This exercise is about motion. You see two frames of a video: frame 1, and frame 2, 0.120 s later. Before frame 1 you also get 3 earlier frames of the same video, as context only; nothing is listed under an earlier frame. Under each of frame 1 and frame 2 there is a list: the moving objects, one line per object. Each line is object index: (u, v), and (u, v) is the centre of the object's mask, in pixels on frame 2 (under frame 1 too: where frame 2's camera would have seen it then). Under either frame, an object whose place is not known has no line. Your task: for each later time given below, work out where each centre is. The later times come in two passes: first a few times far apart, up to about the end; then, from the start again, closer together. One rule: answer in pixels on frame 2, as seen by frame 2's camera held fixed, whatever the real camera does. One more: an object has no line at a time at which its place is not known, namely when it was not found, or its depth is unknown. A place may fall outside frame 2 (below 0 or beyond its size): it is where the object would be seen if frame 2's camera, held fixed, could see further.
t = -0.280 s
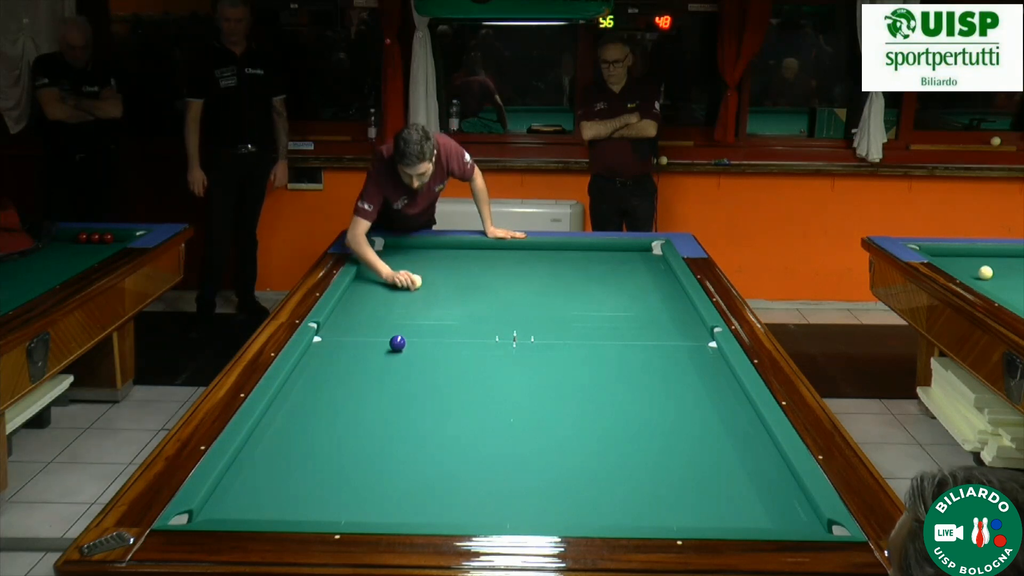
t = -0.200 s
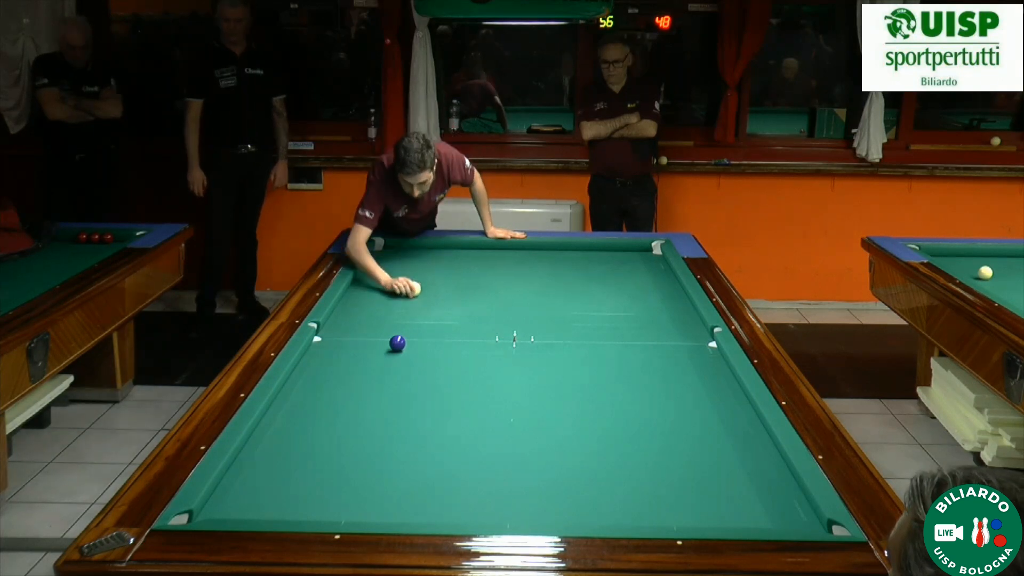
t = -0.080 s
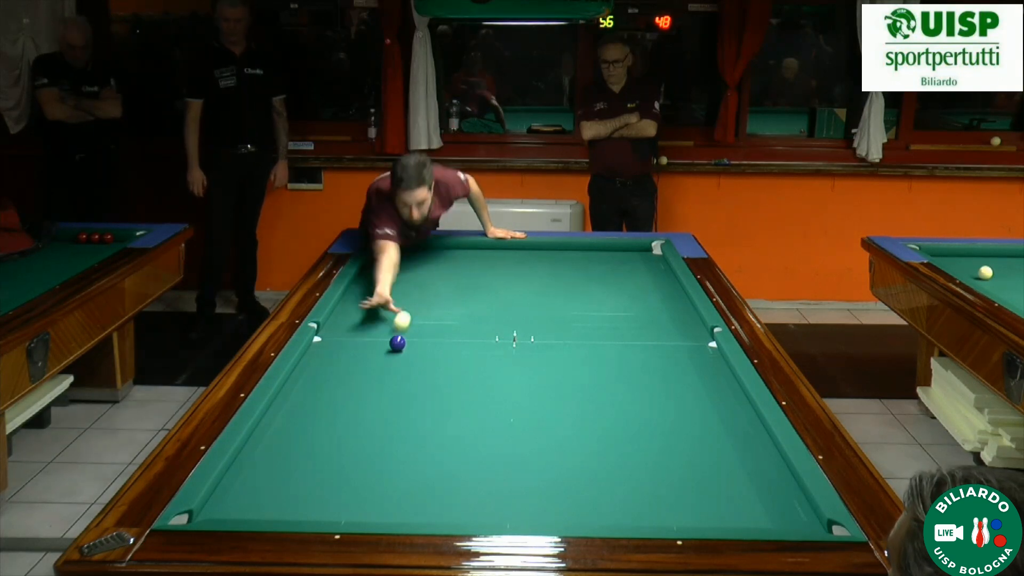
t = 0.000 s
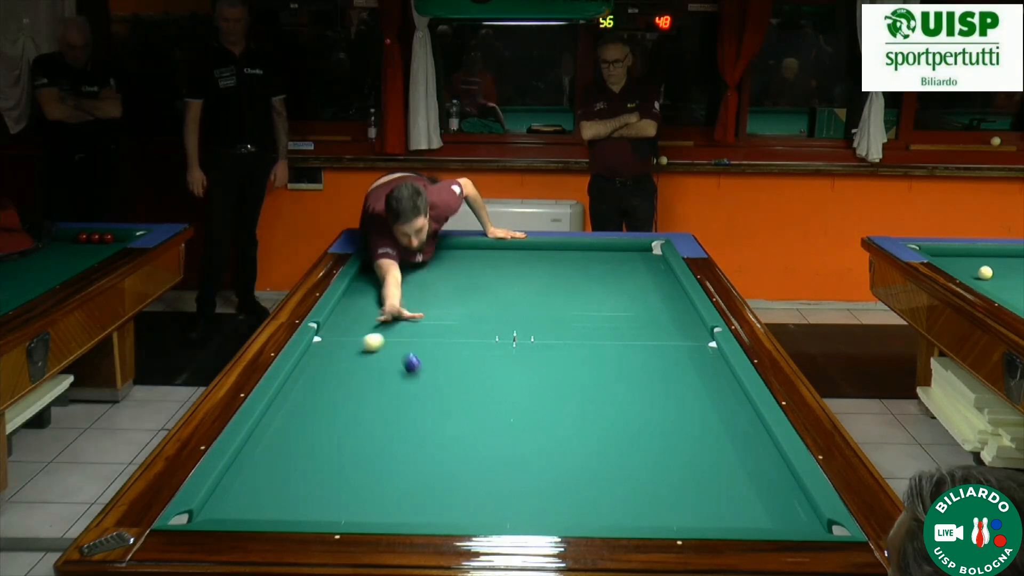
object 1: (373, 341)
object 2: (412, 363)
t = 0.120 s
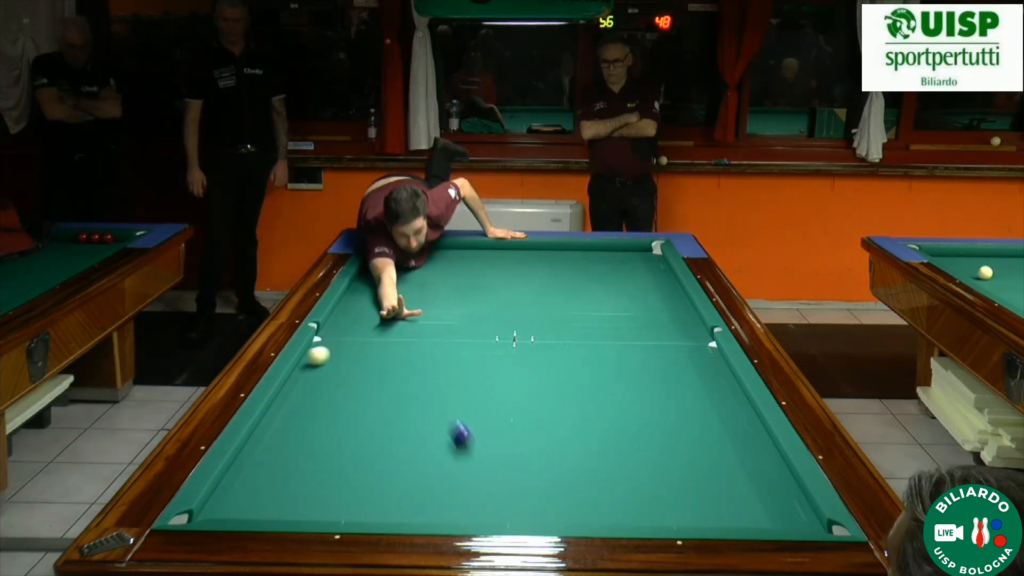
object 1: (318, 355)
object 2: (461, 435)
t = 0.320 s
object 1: (350, 369)
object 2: (553, 475)
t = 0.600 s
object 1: (407, 384)
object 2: (600, 360)
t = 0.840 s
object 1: (459, 398)
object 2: (622, 306)
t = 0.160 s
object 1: (312, 359)
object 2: (481, 465)
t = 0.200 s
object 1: (322, 361)
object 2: (505, 498)
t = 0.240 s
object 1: (332, 364)
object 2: (530, 519)
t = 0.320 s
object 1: (350, 369)
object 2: (553, 475)
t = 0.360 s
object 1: (358, 371)
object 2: (563, 452)
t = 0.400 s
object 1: (366, 373)
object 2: (571, 433)
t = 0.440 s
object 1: (374, 375)
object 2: (578, 415)
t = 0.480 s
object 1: (382, 377)
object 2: (585, 399)
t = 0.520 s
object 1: (390, 380)
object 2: (590, 385)
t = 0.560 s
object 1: (399, 382)
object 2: (596, 372)
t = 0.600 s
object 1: (407, 384)
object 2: (600, 360)
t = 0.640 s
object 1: (416, 387)
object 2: (605, 349)
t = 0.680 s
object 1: (424, 389)
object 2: (609, 339)
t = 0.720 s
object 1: (433, 391)
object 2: (612, 330)
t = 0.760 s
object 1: (442, 393)
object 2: (615, 322)
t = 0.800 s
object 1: (450, 396)
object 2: (619, 314)
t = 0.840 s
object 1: (459, 398)
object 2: (622, 306)
